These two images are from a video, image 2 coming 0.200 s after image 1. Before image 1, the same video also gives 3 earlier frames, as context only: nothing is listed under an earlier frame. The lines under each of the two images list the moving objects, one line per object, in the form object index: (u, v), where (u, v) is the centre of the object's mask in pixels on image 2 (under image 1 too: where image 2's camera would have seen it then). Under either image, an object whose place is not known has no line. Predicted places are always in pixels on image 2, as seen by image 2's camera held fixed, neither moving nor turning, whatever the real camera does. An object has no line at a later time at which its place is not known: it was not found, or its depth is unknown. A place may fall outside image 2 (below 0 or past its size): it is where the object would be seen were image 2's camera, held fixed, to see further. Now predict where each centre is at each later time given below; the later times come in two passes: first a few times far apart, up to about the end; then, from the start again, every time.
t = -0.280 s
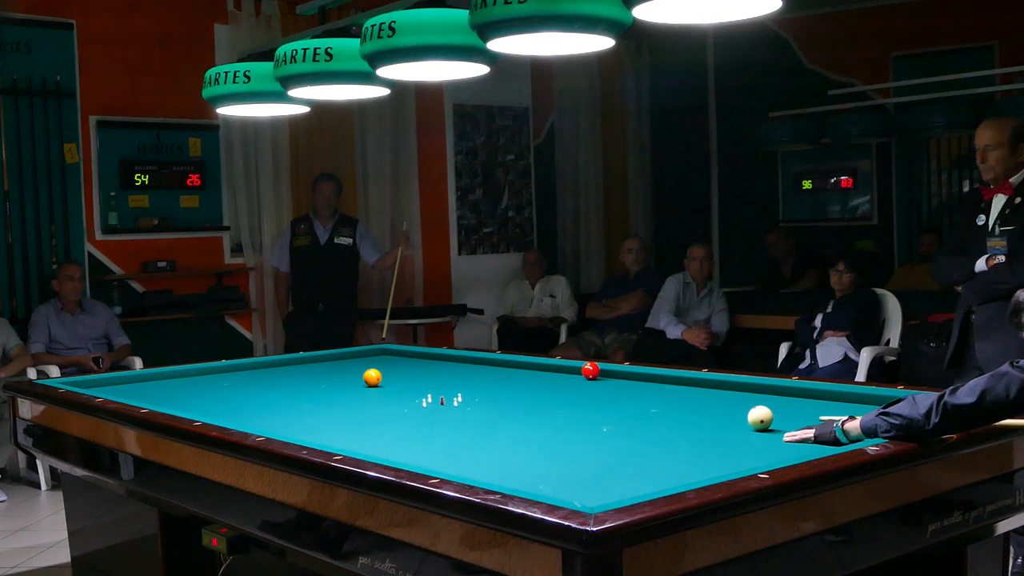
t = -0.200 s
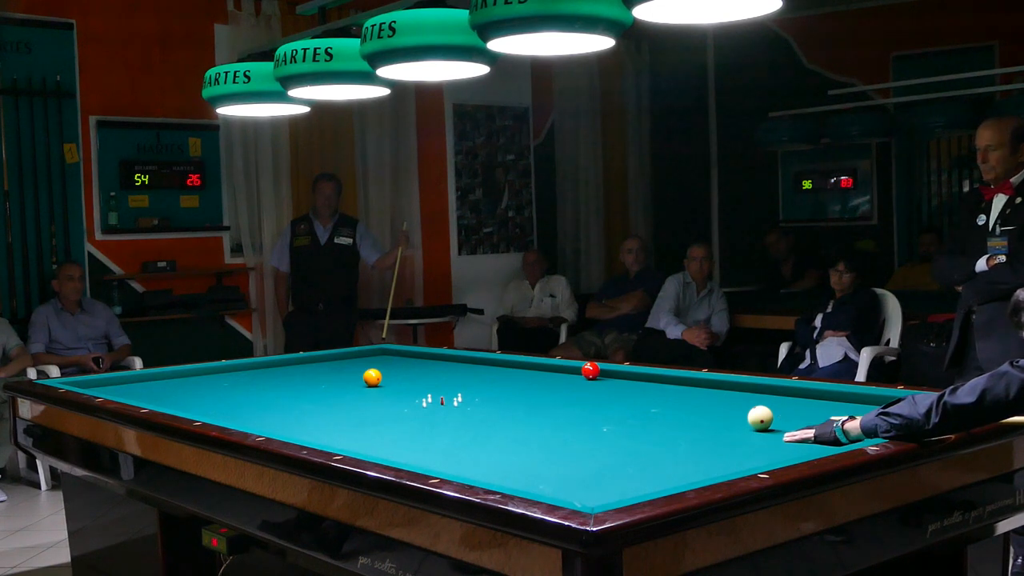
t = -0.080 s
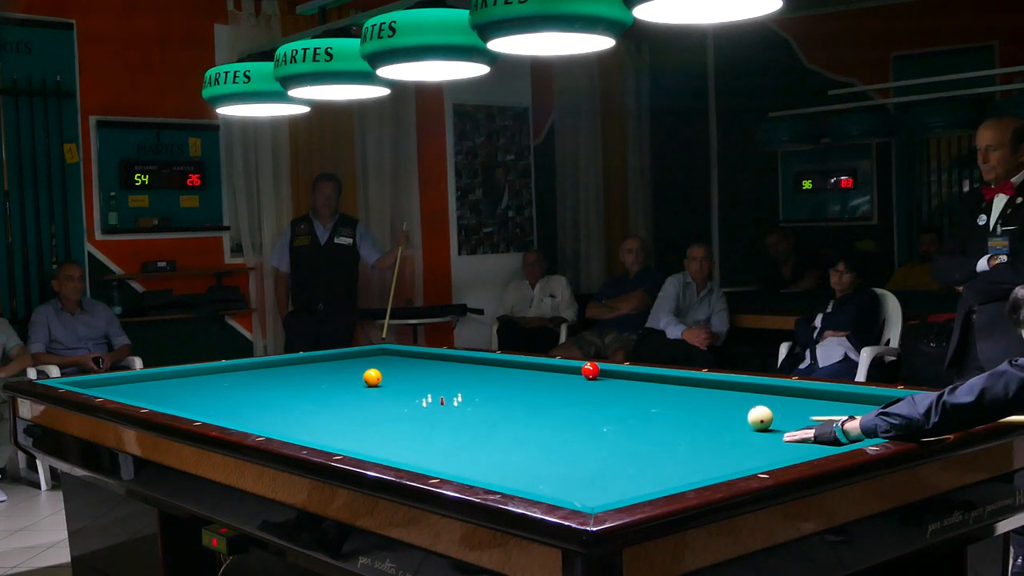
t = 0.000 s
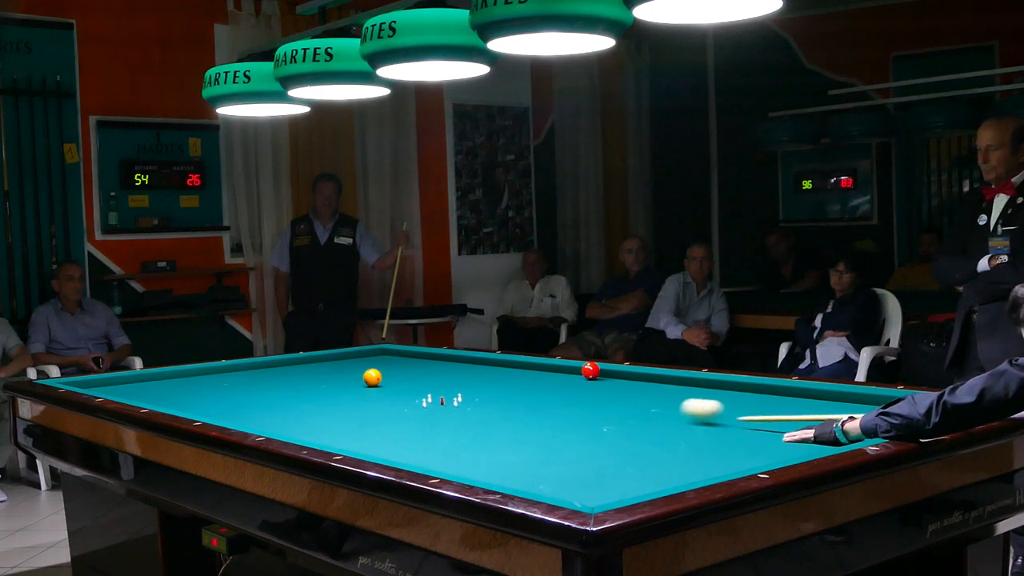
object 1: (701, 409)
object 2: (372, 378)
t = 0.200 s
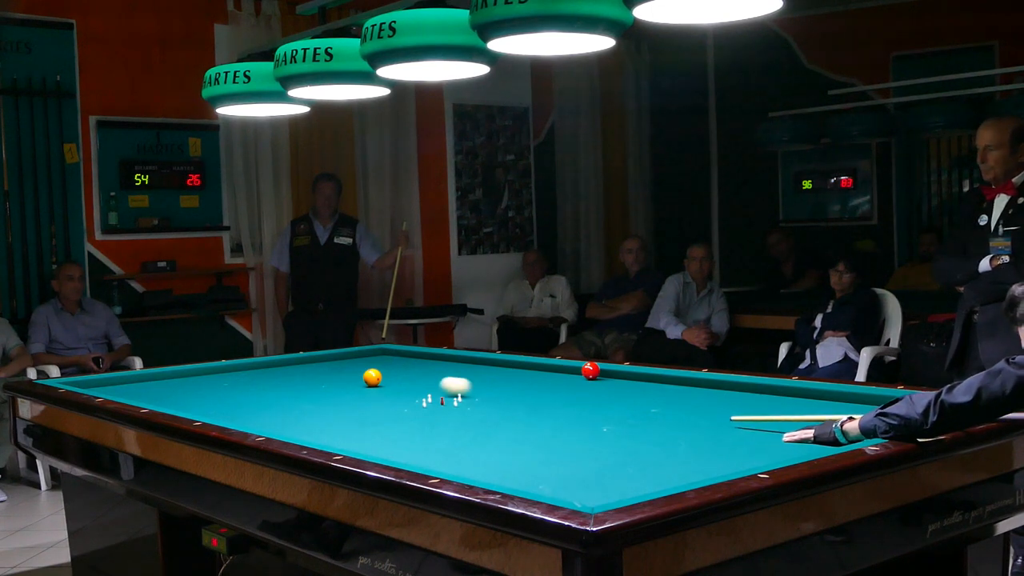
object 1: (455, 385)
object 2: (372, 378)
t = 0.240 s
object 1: (418, 382)
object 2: (372, 378)
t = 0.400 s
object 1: (355, 380)
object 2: (312, 367)
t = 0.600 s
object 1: (314, 383)
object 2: (312, 365)
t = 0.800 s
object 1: (274, 384)
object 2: (394, 376)
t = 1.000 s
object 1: (234, 386)
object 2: (480, 387)
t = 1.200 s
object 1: (195, 388)
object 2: (579, 399)
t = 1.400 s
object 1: (156, 390)
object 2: (699, 415)
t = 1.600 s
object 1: (117, 390)
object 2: (849, 431)
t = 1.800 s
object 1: (112, 389)
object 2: (764, 424)
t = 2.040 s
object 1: (123, 387)
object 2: (656, 411)
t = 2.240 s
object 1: (132, 385)
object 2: (588, 403)
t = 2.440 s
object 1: (141, 382)
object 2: (528, 396)
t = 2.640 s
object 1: (149, 380)
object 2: (474, 389)
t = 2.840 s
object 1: (157, 377)
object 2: (426, 384)
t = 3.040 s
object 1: (164, 375)
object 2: (384, 378)
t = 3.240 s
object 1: (171, 373)
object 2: (345, 374)
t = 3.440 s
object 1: (177, 372)
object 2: (310, 369)
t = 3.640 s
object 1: (185, 370)
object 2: (278, 366)
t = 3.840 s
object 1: (194, 370)
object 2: (260, 363)
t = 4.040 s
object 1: (203, 370)
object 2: (279, 366)
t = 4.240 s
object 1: (211, 369)
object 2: (295, 369)
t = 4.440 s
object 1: (219, 369)
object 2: (313, 371)
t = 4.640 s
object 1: (226, 368)
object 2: (330, 374)
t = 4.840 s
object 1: (233, 368)
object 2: (348, 376)
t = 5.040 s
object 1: (239, 368)
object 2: (366, 379)
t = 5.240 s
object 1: (245, 367)
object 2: (386, 381)
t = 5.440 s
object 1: (250, 367)
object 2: (405, 385)
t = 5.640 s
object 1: (255, 367)
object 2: (426, 387)
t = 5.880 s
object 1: (260, 367)
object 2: (451, 391)
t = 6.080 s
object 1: (264, 366)
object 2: (473, 394)
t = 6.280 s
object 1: (267, 366)
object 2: (496, 398)
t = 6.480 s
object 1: (269, 366)
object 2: (519, 401)
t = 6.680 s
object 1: (271, 366)
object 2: (542, 405)
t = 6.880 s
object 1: (273, 366)
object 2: (567, 409)
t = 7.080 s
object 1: (274, 366)
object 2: (592, 413)
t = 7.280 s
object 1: (274, 366)
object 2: (619, 416)
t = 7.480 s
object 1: (274, 366)
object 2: (647, 421)
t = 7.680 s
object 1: (274, 366)
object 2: (675, 425)
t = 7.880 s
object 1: (274, 366)
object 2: (704, 430)
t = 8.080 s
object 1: (274, 365)
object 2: (735, 434)
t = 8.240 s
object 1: (274, 366)
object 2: (760, 438)
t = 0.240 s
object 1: (418, 382)
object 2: (372, 378)
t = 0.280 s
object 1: (385, 379)
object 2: (370, 378)
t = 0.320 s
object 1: (372, 379)
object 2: (352, 373)
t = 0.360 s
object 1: (363, 380)
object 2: (331, 370)
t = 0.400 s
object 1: (355, 380)
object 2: (312, 367)
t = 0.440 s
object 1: (346, 381)
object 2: (294, 364)
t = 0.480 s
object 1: (338, 381)
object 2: (278, 361)
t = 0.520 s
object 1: (330, 382)
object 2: (282, 362)
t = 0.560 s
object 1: (322, 382)
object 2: (297, 363)
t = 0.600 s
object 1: (314, 383)
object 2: (312, 365)
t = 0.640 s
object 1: (306, 383)
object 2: (328, 368)
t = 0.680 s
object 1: (298, 383)
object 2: (344, 369)
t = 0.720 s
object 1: (290, 384)
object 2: (361, 371)
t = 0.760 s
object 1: (282, 384)
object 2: (377, 373)
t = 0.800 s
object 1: (274, 384)
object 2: (394, 376)
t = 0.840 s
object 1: (266, 385)
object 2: (410, 378)
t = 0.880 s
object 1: (258, 385)
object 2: (428, 380)
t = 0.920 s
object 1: (250, 386)
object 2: (445, 382)
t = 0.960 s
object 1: (242, 386)
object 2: (463, 384)
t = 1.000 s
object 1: (234, 386)
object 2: (480, 387)
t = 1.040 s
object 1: (226, 387)
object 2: (498, 389)
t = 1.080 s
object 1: (218, 387)
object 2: (517, 391)
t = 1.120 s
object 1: (210, 387)
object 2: (537, 394)
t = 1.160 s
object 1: (203, 388)
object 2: (557, 396)
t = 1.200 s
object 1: (195, 388)
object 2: (579, 399)
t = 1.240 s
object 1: (187, 388)
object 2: (601, 402)
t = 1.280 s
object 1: (179, 389)
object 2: (624, 405)
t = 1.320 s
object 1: (171, 389)
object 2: (648, 408)
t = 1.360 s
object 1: (163, 390)
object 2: (673, 411)
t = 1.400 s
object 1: (156, 390)
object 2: (699, 415)
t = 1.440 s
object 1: (148, 390)
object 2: (727, 418)
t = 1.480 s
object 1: (140, 391)
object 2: (756, 421)
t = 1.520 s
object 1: (132, 391)
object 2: (786, 425)
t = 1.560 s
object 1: (125, 391)
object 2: (817, 429)
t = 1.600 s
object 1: (117, 390)
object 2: (849, 431)
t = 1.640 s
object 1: (110, 390)
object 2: (862, 432)
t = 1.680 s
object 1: (103, 389)
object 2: (840, 432)
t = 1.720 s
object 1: (106, 389)
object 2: (813, 429)
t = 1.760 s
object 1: (109, 389)
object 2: (787, 427)
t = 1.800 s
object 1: (112, 389)
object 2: (764, 424)
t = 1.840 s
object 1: (114, 389)
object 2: (742, 421)
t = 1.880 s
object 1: (115, 389)
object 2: (722, 419)
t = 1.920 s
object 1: (117, 388)
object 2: (704, 417)
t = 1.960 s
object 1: (119, 388)
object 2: (686, 414)
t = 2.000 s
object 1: (121, 388)
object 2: (670, 413)
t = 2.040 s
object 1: (123, 387)
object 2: (656, 411)
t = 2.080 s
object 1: (125, 387)
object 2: (641, 409)
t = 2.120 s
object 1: (127, 386)
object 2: (628, 408)
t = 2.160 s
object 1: (129, 385)
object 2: (614, 406)
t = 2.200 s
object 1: (131, 385)
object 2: (601, 404)
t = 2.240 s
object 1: (132, 385)
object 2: (588, 403)
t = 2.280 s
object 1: (134, 384)
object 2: (575, 401)
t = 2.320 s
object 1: (136, 384)
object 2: (563, 400)
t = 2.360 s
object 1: (138, 383)
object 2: (551, 398)
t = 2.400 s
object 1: (139, 383)
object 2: (539, 397)
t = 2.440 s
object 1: (141, 382)
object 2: (528, 396)
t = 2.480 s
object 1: (143, 382)
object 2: (517, 394)
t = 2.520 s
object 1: (144, 381)
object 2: (506, 393)
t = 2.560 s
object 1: (146, 381)
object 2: (495, 392)
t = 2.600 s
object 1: (148, 380)
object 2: (484, 390)
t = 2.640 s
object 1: (149, 380)
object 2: (474, 389)
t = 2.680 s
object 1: (151, 379)
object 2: (464, 388)
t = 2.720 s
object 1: (152, 379)
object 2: (455, 386)
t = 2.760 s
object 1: (154, 379)
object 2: (445, 386)
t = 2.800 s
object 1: (155, 378)
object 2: (436, 385)
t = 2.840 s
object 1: (157, 377)
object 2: (426, 384)
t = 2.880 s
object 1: (158, 377)
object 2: (418, 383)
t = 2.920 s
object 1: (160, 377)
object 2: (409, 381)
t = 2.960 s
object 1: (161, 376)
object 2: (400, 380)
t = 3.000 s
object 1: (162, 376)
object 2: (392, 379)
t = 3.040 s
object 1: (164, 375)
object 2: (384, 378)
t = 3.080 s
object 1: (166, 375)
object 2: (376, 378)
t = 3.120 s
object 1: (167, 375)
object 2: (368, 377)
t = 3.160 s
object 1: (168, 374)
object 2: (360, 376)
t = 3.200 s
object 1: (170, 374)
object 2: (352, 375)
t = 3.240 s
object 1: (171, 373)
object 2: (345, 374)
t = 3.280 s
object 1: (172, 373)
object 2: (338, 373)
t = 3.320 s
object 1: (174, 373)
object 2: (331, 372)
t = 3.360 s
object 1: (175, 372)
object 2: (323, 371)
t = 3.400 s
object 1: (176, 372)
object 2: (317, 370)
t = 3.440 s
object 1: (177, 372)
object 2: (310, 369)
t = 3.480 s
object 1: (178, 371)
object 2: (303, 369)
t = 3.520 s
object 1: (180, 371)
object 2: (297, 368)
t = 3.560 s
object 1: (181, 370)
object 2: (290, 367)
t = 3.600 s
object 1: (183, 370)
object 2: (284, 366)
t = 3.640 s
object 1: (185, 370)
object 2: (278, 366)
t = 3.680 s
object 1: (187, 370)
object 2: (271, 365)
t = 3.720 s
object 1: (189, 370)
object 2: (266, 364)
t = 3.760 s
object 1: (190, 370)
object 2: (259, 363)
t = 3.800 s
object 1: (192, 370)
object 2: (256, 363)
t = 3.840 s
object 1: (194, 370)
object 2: (260, 363)
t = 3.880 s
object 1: (196, 370)
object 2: (265, 364)
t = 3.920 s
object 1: (198, 370)
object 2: (268, 365)
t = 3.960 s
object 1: (199, 370)
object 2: (272, 365)
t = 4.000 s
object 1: (201, 369)
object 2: (275, 366)
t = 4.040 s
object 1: (203, 370)
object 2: (279, 366)
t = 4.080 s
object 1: (204, 369)
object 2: (282, 367)
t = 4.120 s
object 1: (206, 369)
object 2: (285, 367)
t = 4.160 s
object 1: (208, 369)
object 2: (288, 368)
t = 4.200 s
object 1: (210, 369)
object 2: (292, 368)
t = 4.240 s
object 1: (211, 369)
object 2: (295, 369)
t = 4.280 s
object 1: (213, 369)
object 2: (298, 369)
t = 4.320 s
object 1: (214, 369)
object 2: (302, 369)
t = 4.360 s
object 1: (216, 369)
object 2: (306, 370)
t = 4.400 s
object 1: (217, 369)
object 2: (309, 370)
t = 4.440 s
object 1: (219, 369)
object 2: (313, 371)
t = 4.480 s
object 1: (220, 369)
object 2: (316, 372)
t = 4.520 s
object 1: (222, 368)
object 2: (319, 372)
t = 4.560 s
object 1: (223, 368)
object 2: (323, 372)
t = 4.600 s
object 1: (225, 368)
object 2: (326, 373)
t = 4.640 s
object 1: (226, 368)
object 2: (330, 374)
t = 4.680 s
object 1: (228, 368)
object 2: (333, 374)
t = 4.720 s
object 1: (229, 368)
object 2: (337, 375)
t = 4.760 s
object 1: (230, 368)
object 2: (341, 375)
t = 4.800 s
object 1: (232, 368)
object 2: (344, 376)
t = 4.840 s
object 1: (233, 368)
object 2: (348, 376)
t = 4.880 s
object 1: (234, 368)
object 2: (352, 377)
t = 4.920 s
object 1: (236, 368)
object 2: (355, 377)
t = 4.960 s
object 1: (237, 368)
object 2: (359, 378)
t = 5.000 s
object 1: (238, 368)
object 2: (363, 378)
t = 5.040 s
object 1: (239, 368)
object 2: (366, 379)
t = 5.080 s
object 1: (241, 368)
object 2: (370, 380)
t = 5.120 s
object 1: (242, 367)
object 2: (374, 380)
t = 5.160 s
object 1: (243, 368)
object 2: (378, 381)
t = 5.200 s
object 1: (244, 368)
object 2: (382, 381)
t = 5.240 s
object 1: (245, 367)
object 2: (386, 381)
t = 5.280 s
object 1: (246, 367)
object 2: (390, 382)
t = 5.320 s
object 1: (247, 367)
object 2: (393, 383)
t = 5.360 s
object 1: (248, 367)
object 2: (398, 383)
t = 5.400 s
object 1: (249, 367)
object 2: (401, 384)
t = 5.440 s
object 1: (250, 367)
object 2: (405, 385)
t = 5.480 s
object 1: (251, 367)
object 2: (410, 385)
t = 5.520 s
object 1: (252, 367)
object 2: (414, 386)
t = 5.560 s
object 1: (253, 367)
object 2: (418, 386)
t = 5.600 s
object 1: (254, 367)
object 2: (422, 387)
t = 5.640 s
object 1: (255, 367)
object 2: (426, 387)
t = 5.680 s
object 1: (256, 367)
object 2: (431, 388)
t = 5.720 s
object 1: (257, 367)
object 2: (435, 389)
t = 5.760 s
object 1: (258, 367)
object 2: (439, 389)
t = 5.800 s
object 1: (258, 367)
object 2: (443, 389)
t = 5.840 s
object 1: (259, 367)
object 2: (447, 391)
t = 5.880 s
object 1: (260, 367)
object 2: (451, 391)
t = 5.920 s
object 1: (261, 366)
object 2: (456, 392)
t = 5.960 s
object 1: (261, 366)
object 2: (460, 392)
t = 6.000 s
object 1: (262, 366)
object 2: (465, 393)
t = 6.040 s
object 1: (263, 367)
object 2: (469, 394)
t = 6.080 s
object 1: (264, 366)
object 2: (473, 394)
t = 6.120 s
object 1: (264, 366)
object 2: (478, 395)
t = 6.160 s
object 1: (265, 366)
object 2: (482, 396)
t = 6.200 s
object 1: (265, 366)
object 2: (486, 397)
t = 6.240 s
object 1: (266, 366)
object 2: (491, 397)
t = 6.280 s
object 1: (267, 366)
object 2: (496, 398)
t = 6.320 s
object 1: (267, 366)
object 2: (500, 399)
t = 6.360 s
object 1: (267, 366)
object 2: (505, 399)
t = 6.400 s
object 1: (268, 366)
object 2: (509, 400)
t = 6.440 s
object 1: (269, 366)
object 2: (514, 400)
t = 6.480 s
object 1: (269, 366)
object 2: (519, 401)
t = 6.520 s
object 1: (269, 366)
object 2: (523, 402)
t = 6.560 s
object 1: (270, 366)
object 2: (528, 403)
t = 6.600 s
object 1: (270, 366)
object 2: (533, 403)
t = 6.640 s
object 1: (271, 366)
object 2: (538, 404)
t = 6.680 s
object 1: (271, 366)
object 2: (542, 405)
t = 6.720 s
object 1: (271, 366)
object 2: (547, 406)
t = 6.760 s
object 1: (272, 366)
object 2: (552, 406)
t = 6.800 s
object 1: (272, 366)
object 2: (557, 407)
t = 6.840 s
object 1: (272, 366)
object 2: (562, 408)
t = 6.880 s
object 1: (273, 366)
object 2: (567, 409)
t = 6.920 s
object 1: (273, 366)
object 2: (572, 409)
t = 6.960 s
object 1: (273, 366)
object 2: (577, 410)
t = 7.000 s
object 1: (274, 366)
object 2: (582, 411)
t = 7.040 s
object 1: (274, 366)
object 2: (587, 412)
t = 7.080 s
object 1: (274, 366)
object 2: (592, 413)
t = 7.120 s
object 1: (274, 366)
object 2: (598, 413)
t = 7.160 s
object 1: (274, 366)
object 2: (603, 414)
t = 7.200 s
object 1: (274, 365)
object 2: (609, 415)
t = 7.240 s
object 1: (274, 366)
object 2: (614, 416)
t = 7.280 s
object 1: (274, 366)
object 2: (619, 416)
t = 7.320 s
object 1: (274, 366)
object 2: (625, 417)
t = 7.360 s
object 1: (274, 366)
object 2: (630, 418)
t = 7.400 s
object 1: (274, 366)
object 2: (636, 419)
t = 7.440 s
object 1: (274, 366)
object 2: (641, 420)
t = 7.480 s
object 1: (274, 366)
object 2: (647, 421)
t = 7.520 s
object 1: (274, 365)
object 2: (652, 421)
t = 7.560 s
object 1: (274, 365)
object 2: (658, 422)
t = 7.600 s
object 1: (274, 366)
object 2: (664, 423)
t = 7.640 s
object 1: (274, 366)
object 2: (669, 424)
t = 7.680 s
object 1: (274, 366)
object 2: (675, 425)
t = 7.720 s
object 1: (274, 365)
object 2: (681, 426)
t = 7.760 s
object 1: (274, 366)
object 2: (687, 427)
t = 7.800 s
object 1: (274, 366)
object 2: (692, 428)
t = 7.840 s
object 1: (274, 366)
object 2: (698, 428)
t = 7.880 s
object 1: (274, 366)
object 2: (704, 430)
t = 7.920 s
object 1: (274, 366)
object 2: (710, 430)
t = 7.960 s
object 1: (274, 365)
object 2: (716, 431)
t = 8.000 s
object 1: (274, 365)
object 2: (722, 432)
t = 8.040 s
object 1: (274, 366)
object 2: (728, 433)
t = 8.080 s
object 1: (274, 365)
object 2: (735, 434)
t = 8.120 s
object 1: (274, 366)
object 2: (741, 435)
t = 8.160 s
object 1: (274, 365)
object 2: (747, 436)
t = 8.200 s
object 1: (274, 366)
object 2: (753, 437)
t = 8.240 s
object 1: (274, 366)
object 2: (760, 438)
